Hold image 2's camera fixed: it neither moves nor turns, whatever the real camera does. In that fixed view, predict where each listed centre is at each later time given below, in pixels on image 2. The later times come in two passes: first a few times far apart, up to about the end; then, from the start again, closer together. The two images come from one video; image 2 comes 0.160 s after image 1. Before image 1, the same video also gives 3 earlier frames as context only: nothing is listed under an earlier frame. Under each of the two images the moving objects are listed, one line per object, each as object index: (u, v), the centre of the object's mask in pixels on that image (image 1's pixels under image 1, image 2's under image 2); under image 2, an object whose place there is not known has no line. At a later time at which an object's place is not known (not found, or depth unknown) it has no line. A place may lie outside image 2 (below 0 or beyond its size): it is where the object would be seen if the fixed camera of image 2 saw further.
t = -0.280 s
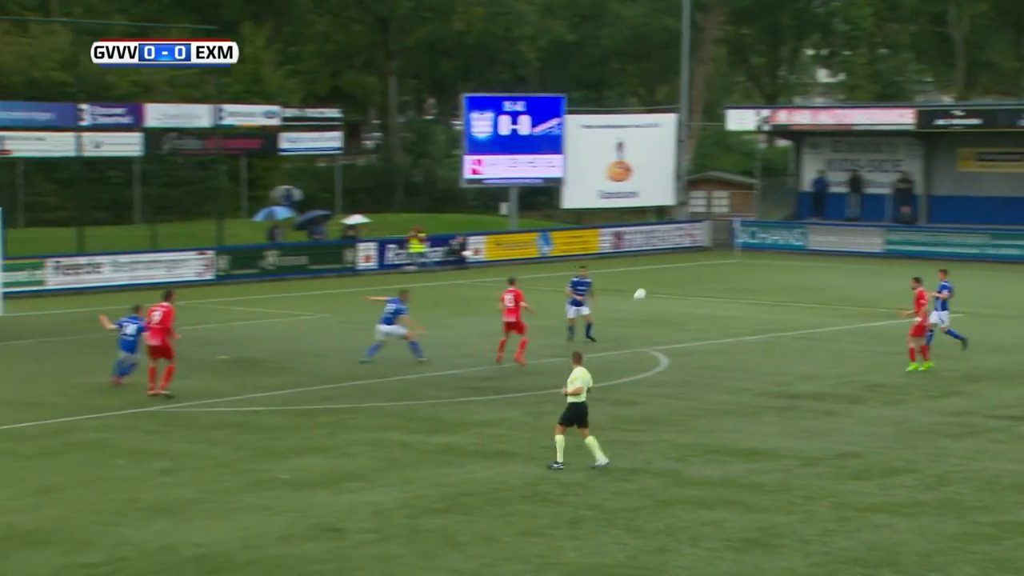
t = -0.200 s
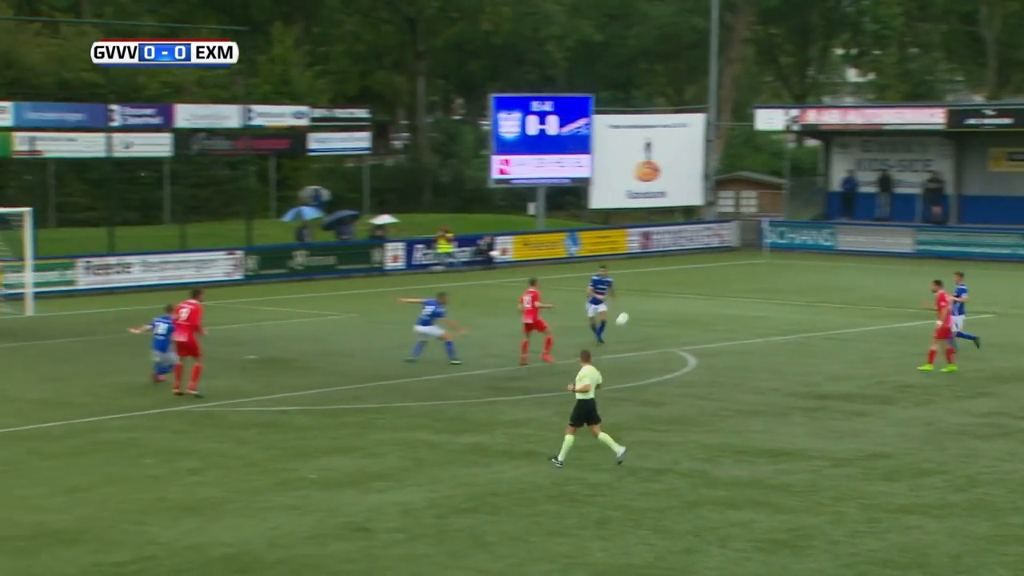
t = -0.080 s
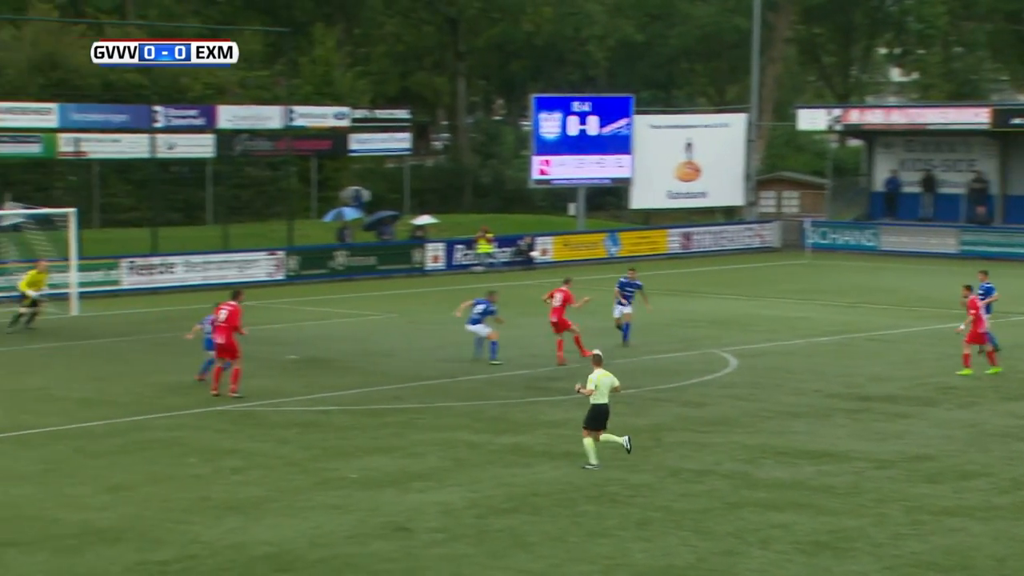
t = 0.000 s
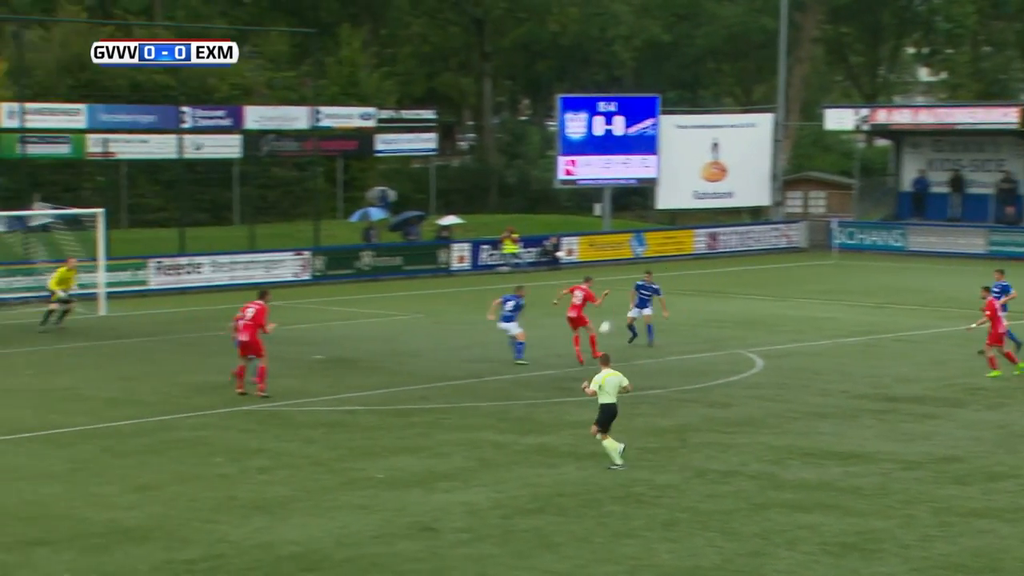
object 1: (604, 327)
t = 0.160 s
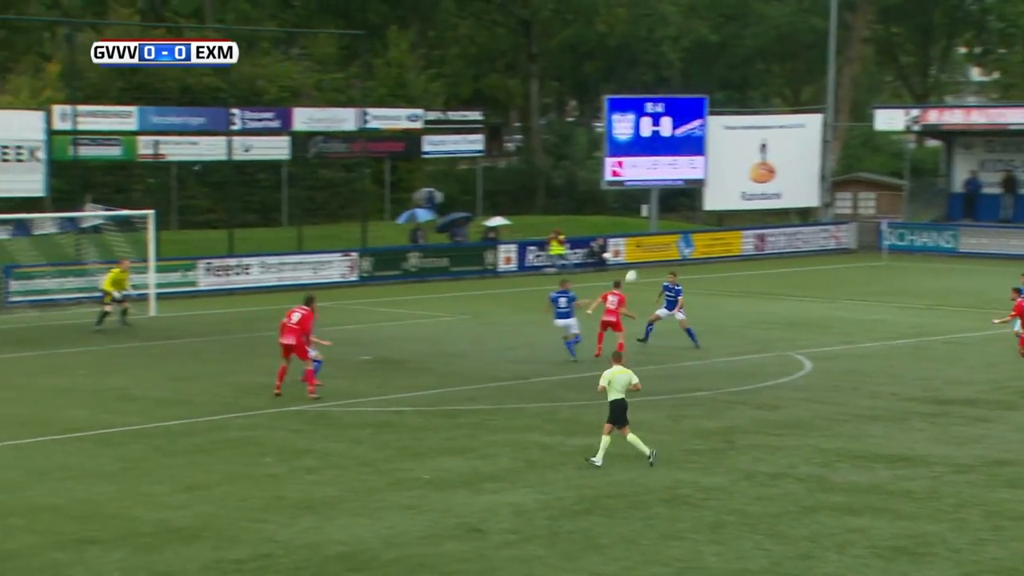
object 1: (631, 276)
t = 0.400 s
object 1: (607, 223)
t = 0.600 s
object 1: (581, 201)
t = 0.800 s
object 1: (557, 197)
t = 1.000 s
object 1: (532, 211)
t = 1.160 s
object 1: (511, 232)
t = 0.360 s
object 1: (610, 230)
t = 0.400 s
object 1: (607, 223)
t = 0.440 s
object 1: (602, 217)
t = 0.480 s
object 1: (597, 212)
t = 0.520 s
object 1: (591, 208)
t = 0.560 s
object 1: (586, 204)
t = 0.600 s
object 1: (581, 201)
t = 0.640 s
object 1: (576, 199)
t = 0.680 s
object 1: (572, 198)
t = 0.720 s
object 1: (567, 197)
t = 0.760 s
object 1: (562, 197)
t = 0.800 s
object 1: (557, 197)
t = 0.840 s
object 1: (552, 199)
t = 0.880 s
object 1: (547, 201)
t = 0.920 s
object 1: (542, 203)
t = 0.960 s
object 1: (537, 207)
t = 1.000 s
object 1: (532, 211)
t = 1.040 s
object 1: (526, 214)
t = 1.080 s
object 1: (521, 220)
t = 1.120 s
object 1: (517, 225)
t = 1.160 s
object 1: (511, 232)
